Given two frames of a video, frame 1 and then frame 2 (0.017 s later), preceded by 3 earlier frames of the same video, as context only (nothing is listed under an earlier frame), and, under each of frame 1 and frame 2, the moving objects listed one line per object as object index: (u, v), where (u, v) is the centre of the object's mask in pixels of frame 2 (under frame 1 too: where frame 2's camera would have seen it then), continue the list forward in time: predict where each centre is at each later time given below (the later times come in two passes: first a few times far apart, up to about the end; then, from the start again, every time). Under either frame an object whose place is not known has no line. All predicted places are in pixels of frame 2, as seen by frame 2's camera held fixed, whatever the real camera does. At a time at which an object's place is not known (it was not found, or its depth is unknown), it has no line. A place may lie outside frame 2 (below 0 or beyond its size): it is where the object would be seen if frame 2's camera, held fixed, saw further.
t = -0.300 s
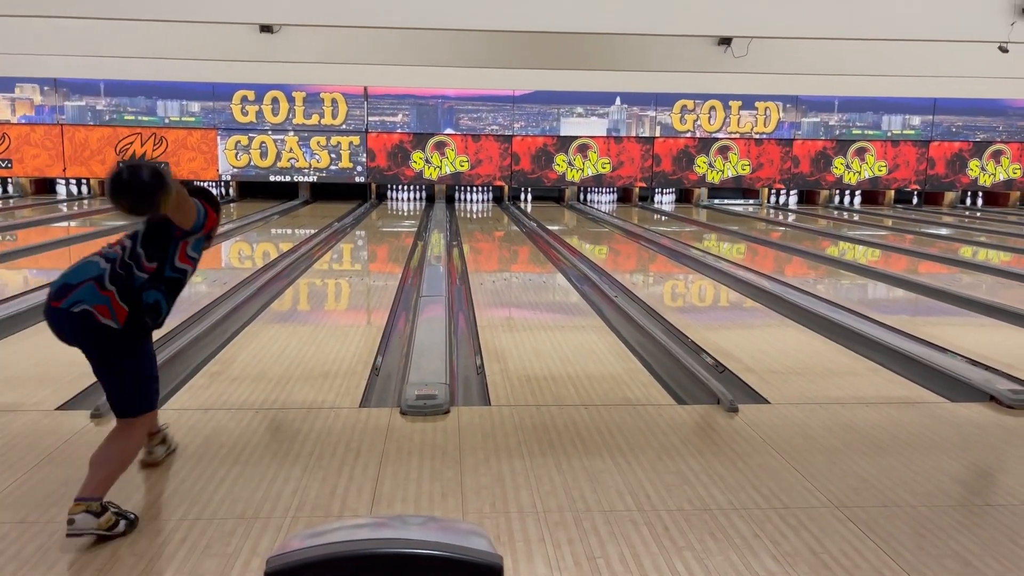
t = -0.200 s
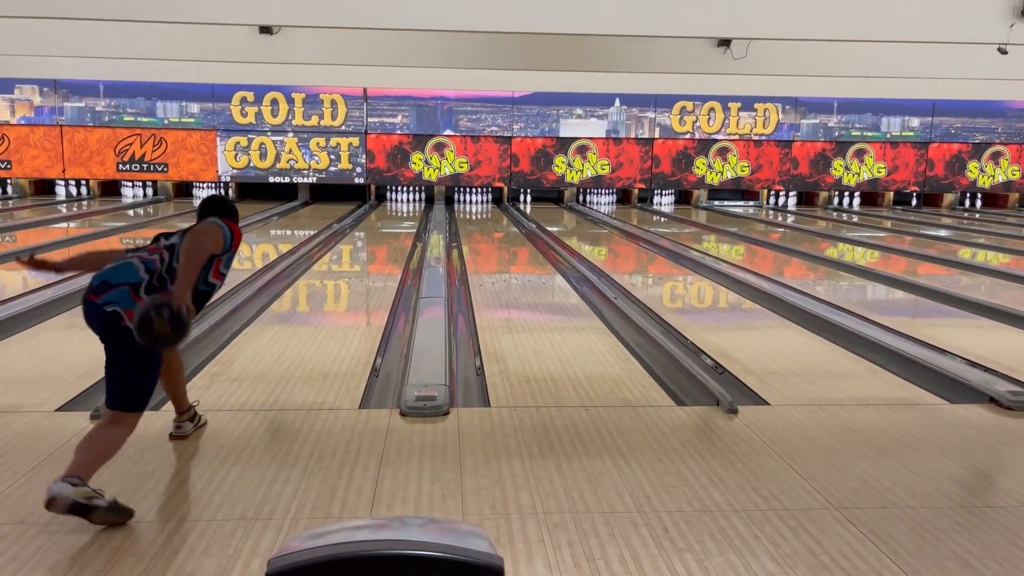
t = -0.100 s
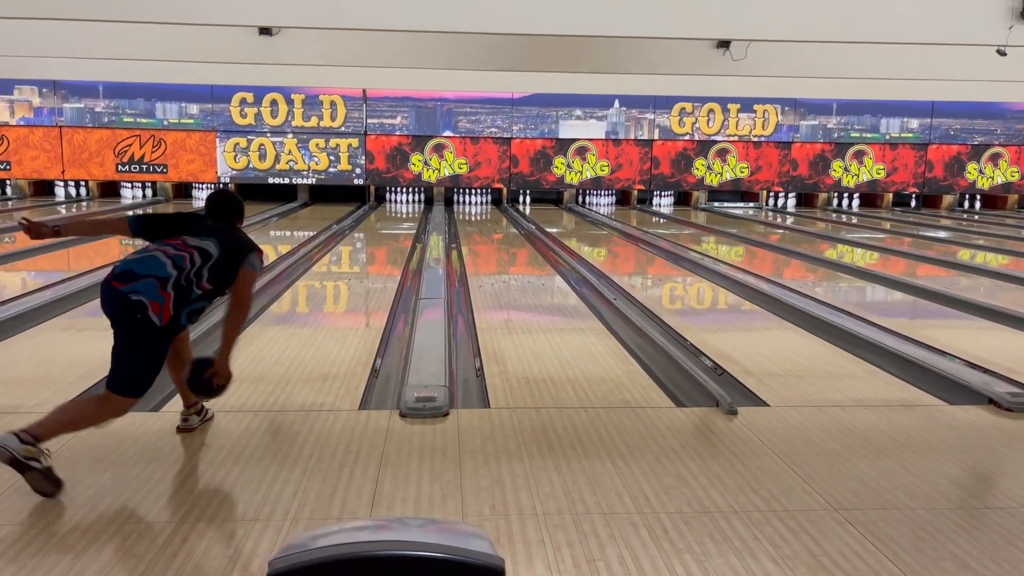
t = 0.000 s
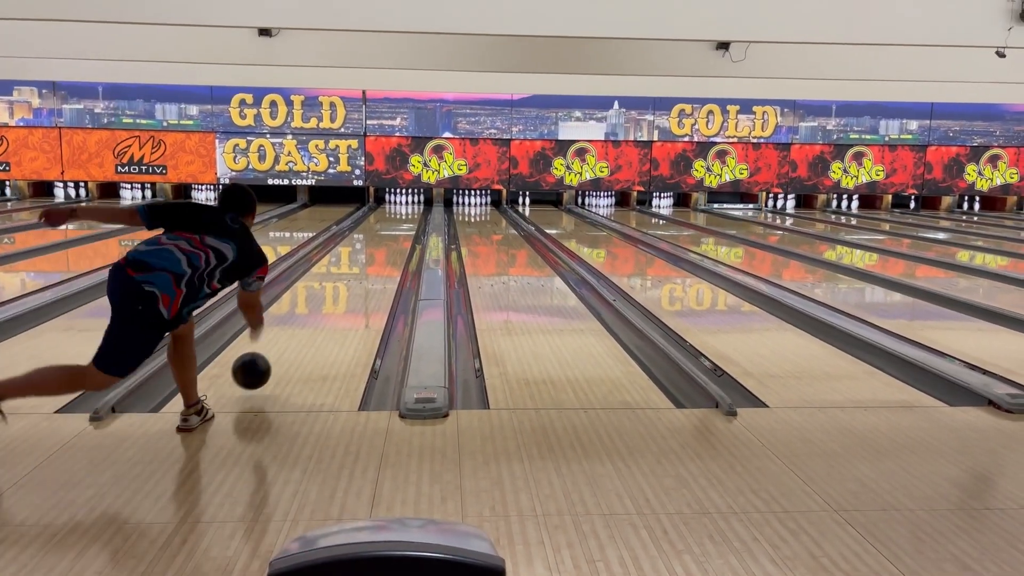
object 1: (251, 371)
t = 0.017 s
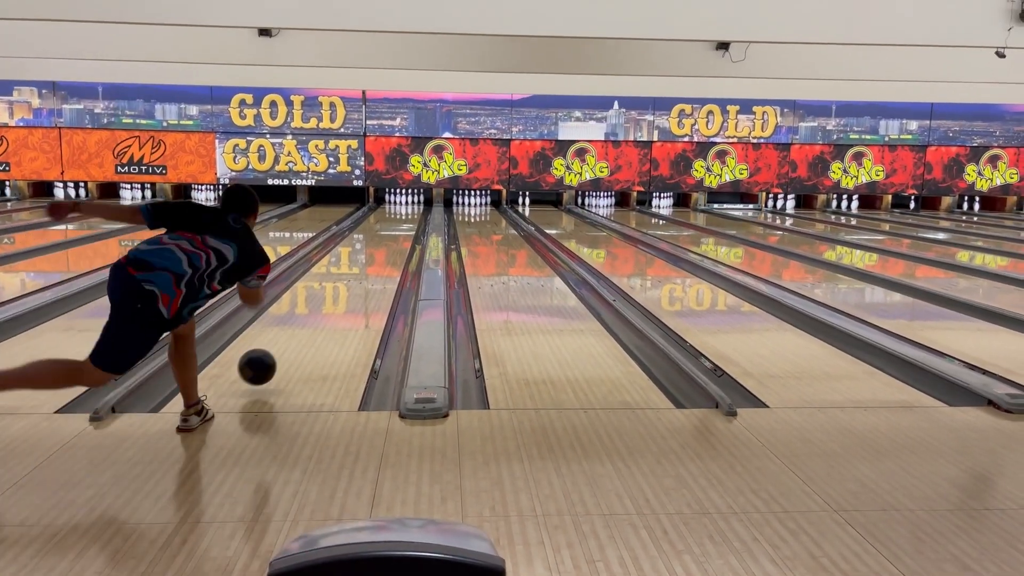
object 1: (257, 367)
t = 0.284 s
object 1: (321, 308)
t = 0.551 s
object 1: (355, 273)
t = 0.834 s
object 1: (377, 250)
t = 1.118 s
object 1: (391, 235)
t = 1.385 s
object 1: (401, 224)
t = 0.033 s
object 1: (263, 363)
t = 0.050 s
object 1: (268, 360)
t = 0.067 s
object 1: (273, 358)
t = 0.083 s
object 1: (278, 352)
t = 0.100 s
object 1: (282, 348)
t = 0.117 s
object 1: (287, 344)
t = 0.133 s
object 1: (291, 339)
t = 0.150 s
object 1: (295, 335)
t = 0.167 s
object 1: (299, 331)
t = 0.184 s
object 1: (302, 328)
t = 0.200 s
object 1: (306, 324)
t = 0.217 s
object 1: (309, 321)
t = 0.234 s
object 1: (312, 317)
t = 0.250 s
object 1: (315, 314)
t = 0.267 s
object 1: (318, 311)
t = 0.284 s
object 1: (321, 308)
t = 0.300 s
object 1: (324, 306)
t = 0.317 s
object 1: (327, 303)
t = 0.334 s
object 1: (329, 300)
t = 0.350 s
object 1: (331, 298)
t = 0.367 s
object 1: (334, 295)
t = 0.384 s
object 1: (336, 293)
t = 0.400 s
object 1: (338, 291)
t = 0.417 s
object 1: (341, 288)
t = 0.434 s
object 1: (343, 286)
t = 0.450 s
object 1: (345, 284)
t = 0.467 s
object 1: (346, 282)
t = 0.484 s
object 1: (348, 280)
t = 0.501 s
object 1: (351, 278)
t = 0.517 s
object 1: (352, 276)
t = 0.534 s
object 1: (354, 274)
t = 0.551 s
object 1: (355, 273)
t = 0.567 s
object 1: (357, 271)
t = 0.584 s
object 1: (358, 269)
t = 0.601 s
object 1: (360, 268)
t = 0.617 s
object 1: (361, 266)
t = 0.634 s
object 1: (363, 265)
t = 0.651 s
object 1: (364, 263)
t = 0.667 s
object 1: (365, 262)
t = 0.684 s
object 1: (367, 260)
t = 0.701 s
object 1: (368, 259)
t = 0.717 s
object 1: (369, 258)
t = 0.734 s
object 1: (371, 256)
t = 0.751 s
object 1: (372, 255)
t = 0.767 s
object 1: (373, 254)
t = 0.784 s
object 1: (374, 253)
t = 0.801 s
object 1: (375, 252)
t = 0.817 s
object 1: (376, 251)
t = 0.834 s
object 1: (377, 250)
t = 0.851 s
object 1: (378, 249)
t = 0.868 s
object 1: (379, 248)
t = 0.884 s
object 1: (380, 247)
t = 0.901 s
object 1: (381, 245)
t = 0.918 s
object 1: (382, 244)
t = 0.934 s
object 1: (383, 244)
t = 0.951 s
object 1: (384, 243)
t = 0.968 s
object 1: (385, 242)
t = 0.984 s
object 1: (385, 241)
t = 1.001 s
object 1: (386, 240)
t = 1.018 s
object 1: (387, 239)
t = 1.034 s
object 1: (388, 238)
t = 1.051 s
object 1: (388, 237)
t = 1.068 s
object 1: (389, 237)
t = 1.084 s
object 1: (390, 236)
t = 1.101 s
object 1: (391, 235)
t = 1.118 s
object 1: (391, 235)
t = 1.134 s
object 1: (392, 234)
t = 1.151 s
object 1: (393, 233)
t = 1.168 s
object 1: (393, 232)
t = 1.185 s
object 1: (394, 232)
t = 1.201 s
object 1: (394, 231)
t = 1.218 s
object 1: (395, 230)
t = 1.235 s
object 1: (396, 230)
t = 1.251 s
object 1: (396, 229)
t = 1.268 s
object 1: (397, 228)
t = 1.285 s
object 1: (397, 228)
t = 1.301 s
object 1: (398, 227)
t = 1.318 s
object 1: (399, 226)
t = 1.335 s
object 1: (399, 226)
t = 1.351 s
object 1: (400, 226)
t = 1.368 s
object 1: (400, 225)
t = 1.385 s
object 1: (401, 224)
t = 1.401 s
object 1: (401, 224)
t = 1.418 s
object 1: (402, 223)
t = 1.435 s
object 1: (402, 222)
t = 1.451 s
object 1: (402, 222)
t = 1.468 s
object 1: (403, 221)
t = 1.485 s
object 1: (403, 221)
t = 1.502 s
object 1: (403, 220)
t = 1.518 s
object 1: (404, 220)
